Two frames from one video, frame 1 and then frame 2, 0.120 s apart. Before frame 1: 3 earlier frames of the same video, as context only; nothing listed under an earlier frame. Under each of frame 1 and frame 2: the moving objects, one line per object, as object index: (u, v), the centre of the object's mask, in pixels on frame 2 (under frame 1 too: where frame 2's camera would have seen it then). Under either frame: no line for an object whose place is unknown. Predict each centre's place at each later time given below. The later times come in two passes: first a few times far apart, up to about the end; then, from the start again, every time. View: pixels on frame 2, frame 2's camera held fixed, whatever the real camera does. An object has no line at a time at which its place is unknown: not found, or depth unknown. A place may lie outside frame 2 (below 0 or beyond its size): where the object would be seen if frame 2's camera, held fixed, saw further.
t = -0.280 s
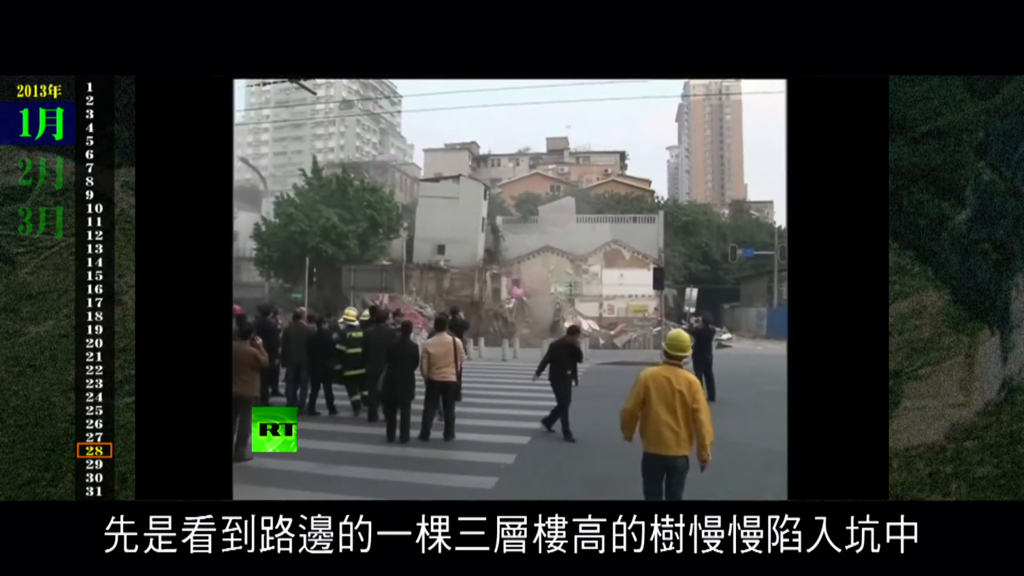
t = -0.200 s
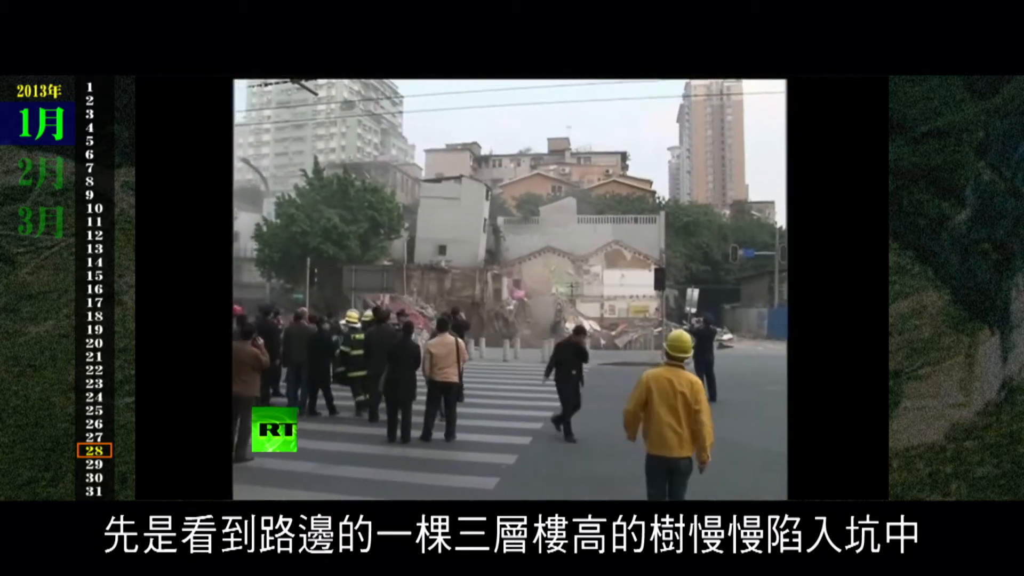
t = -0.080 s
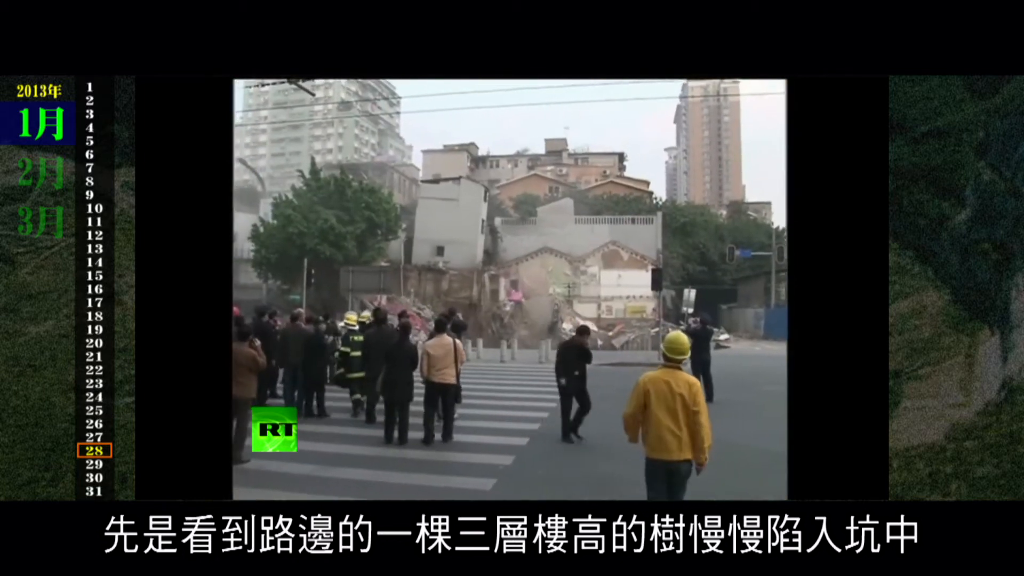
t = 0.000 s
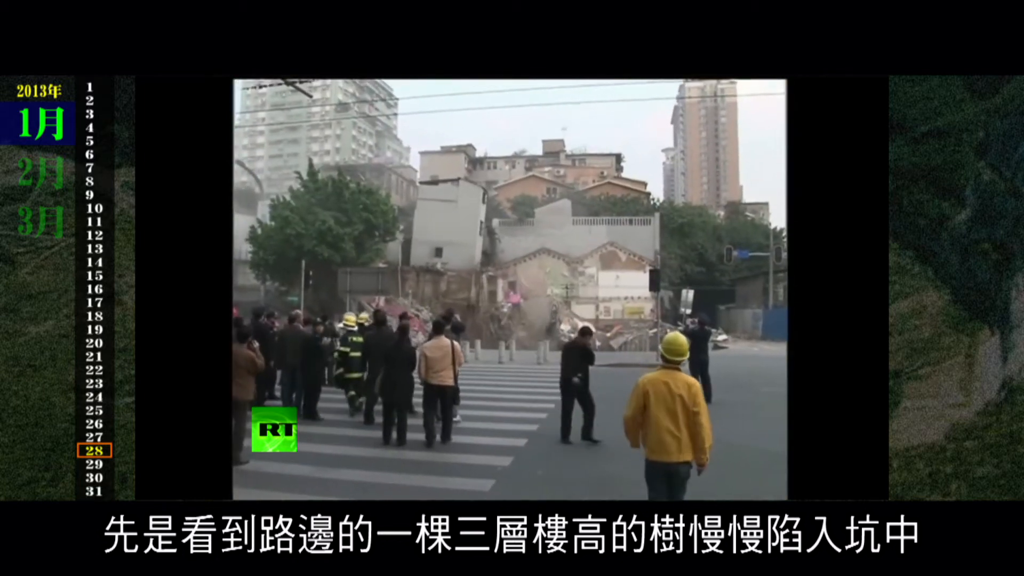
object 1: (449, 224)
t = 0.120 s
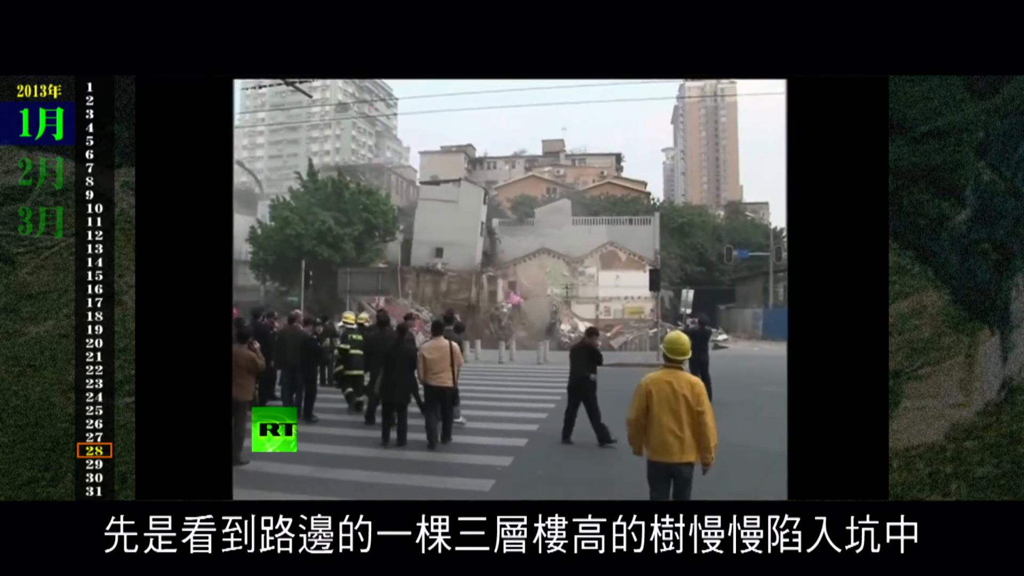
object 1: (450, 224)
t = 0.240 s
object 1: (451, 225)
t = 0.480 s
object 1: (456, 226)
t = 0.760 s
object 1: (461, 229)
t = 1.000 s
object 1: (466, 236)
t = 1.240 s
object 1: (471, 249)
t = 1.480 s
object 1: (476, 265)
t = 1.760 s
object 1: (489, 282)
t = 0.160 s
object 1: (450, 225)
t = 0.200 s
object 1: (451, 225)
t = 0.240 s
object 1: (451, 225)
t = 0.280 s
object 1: (452, 226)
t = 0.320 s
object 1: (452, 226)
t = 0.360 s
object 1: (453, 226)
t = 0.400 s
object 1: (454, 227)
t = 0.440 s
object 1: (455, 226)
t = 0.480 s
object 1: (456, 226)
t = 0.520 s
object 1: (456, 227)
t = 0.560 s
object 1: (456, 227)
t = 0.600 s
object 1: (457, 227)
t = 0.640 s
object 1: (458, 228)
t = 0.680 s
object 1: (459, 228)
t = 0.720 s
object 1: (459, 228)
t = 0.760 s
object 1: (461, 229)
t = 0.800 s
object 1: (461, 230)
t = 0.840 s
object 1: (462, 231)
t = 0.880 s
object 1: (463, 232)
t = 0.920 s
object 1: (464, 233)
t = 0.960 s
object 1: (464, 234)
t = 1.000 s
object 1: (466, 236)
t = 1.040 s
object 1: (466, 237)
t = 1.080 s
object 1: (467, 240)
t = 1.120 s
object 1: (468, 242)
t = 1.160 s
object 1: (469, 244)
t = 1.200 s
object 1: (469, 246)
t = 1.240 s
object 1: (471, 249)
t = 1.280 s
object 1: (471, 252)
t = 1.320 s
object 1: (472, 253)
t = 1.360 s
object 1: (473, 255)
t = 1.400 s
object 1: (474, 259)
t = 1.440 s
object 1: (475, 261)
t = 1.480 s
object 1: (476, 265)
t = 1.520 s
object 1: (477, 267)
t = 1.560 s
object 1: (479, 270)
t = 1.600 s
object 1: (481, 273)
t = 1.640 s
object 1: (482, 275)
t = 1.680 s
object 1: (482, 280)
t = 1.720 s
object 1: (483, 284)
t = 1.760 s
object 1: (489, 282)
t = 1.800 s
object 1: (485, 291)
